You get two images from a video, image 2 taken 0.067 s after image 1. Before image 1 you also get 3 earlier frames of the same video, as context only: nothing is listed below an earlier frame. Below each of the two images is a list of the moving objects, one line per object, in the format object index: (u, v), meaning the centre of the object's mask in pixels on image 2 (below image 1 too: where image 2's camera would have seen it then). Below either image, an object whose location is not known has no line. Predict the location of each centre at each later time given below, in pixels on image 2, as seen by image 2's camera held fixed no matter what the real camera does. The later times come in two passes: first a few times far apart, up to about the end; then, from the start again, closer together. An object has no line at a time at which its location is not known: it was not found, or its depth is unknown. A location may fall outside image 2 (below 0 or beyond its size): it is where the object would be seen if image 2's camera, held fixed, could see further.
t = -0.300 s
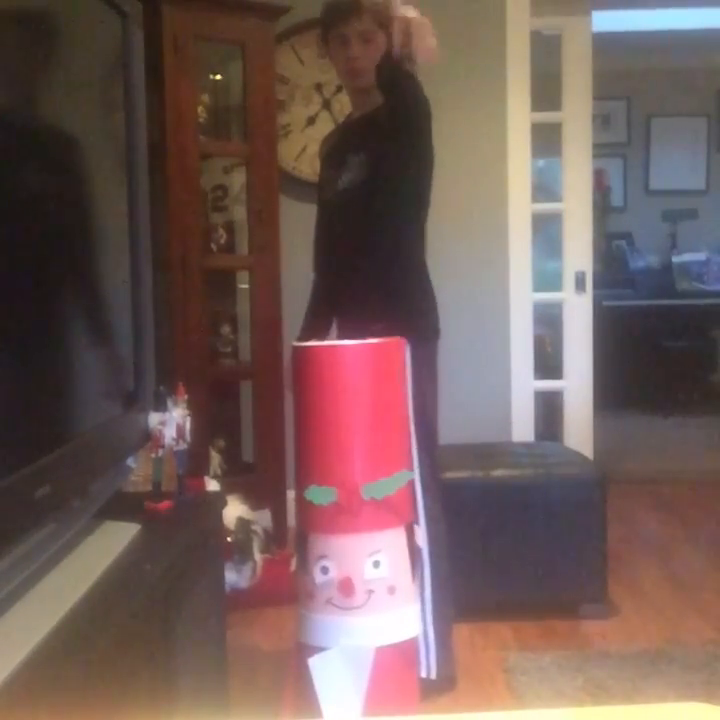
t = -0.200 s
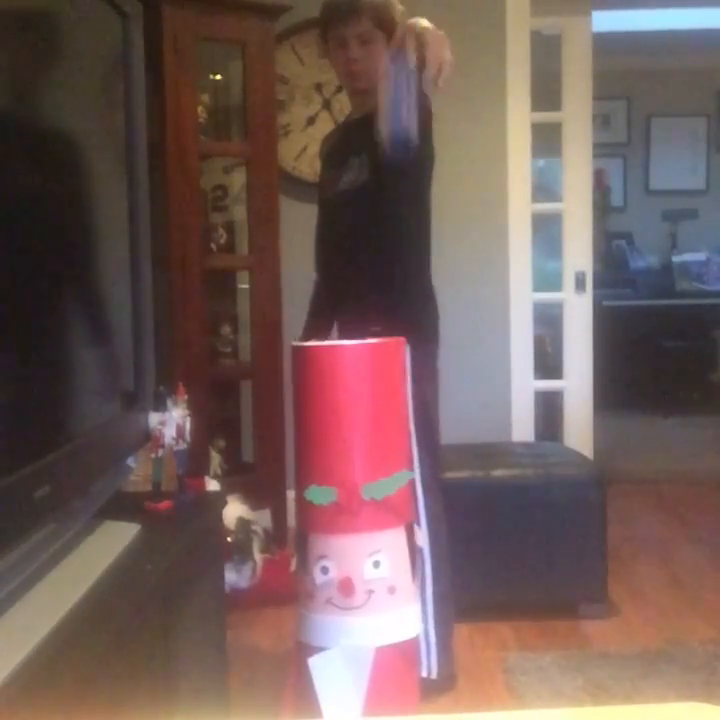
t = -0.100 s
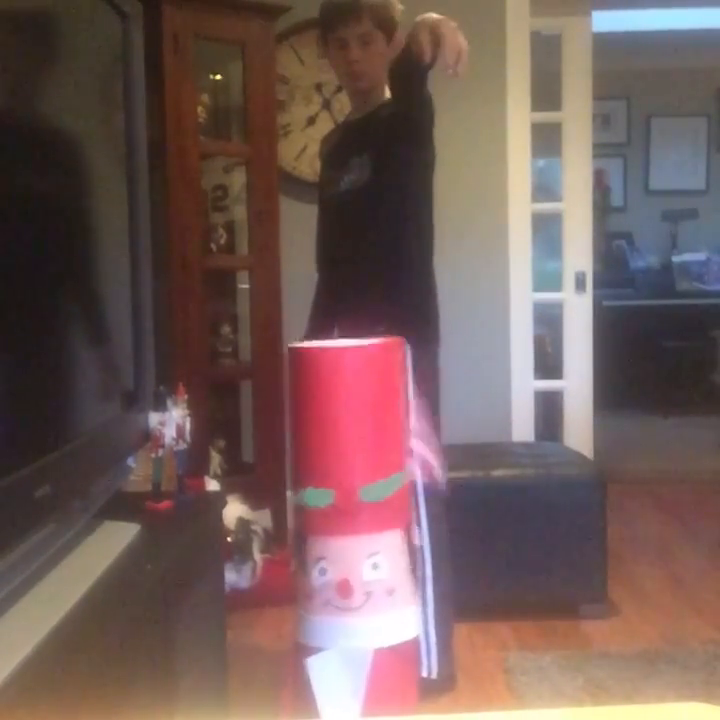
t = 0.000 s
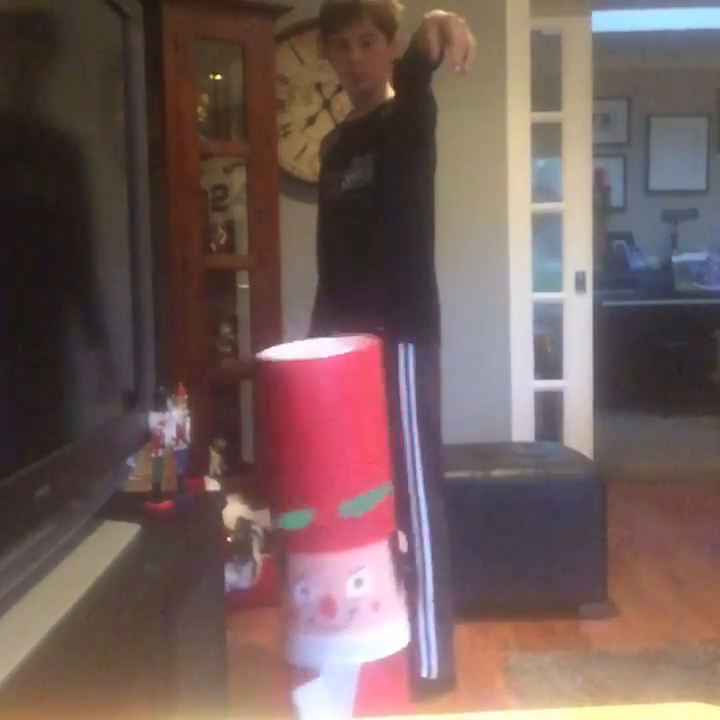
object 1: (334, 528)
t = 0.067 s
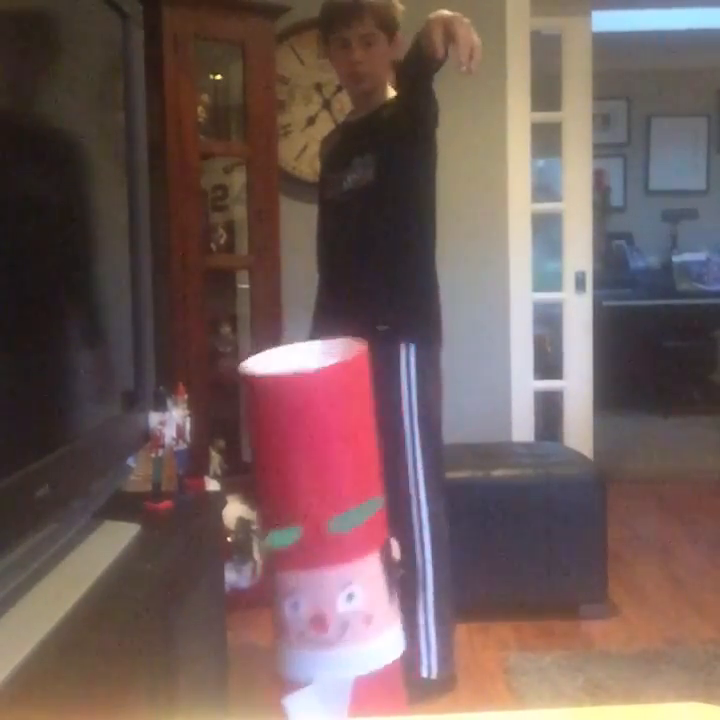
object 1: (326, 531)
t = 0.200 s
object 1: (295, 543)
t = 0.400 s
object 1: (155, 673)
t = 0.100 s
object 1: (320, 532)
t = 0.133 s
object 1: (314, 533)
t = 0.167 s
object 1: (306, 537)
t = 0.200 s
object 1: (295, 543)
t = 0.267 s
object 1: (267, 563)
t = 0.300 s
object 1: (246, 577)
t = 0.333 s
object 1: (217, 601)
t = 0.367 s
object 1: (184, 641)
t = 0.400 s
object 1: (155, 673)
